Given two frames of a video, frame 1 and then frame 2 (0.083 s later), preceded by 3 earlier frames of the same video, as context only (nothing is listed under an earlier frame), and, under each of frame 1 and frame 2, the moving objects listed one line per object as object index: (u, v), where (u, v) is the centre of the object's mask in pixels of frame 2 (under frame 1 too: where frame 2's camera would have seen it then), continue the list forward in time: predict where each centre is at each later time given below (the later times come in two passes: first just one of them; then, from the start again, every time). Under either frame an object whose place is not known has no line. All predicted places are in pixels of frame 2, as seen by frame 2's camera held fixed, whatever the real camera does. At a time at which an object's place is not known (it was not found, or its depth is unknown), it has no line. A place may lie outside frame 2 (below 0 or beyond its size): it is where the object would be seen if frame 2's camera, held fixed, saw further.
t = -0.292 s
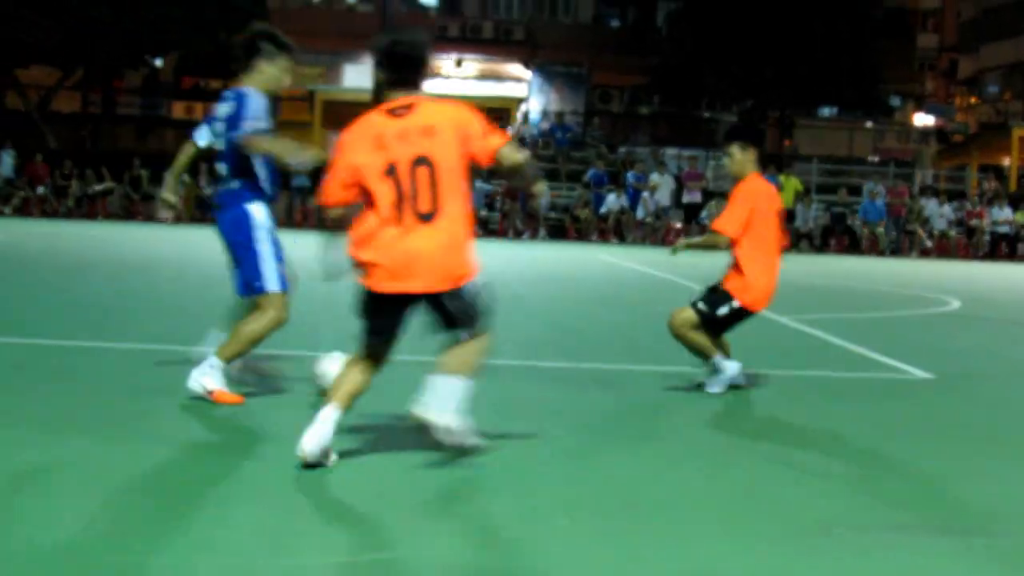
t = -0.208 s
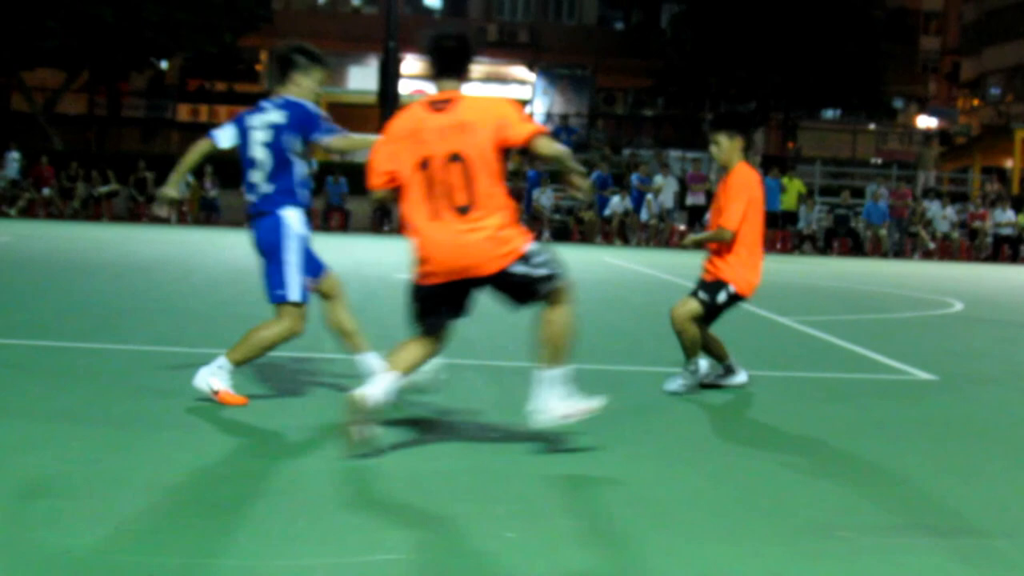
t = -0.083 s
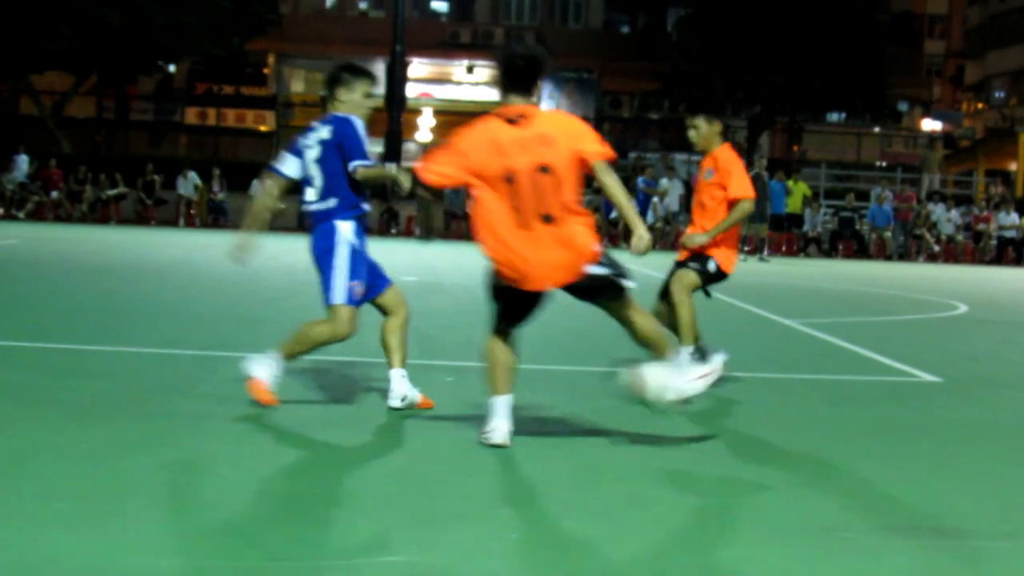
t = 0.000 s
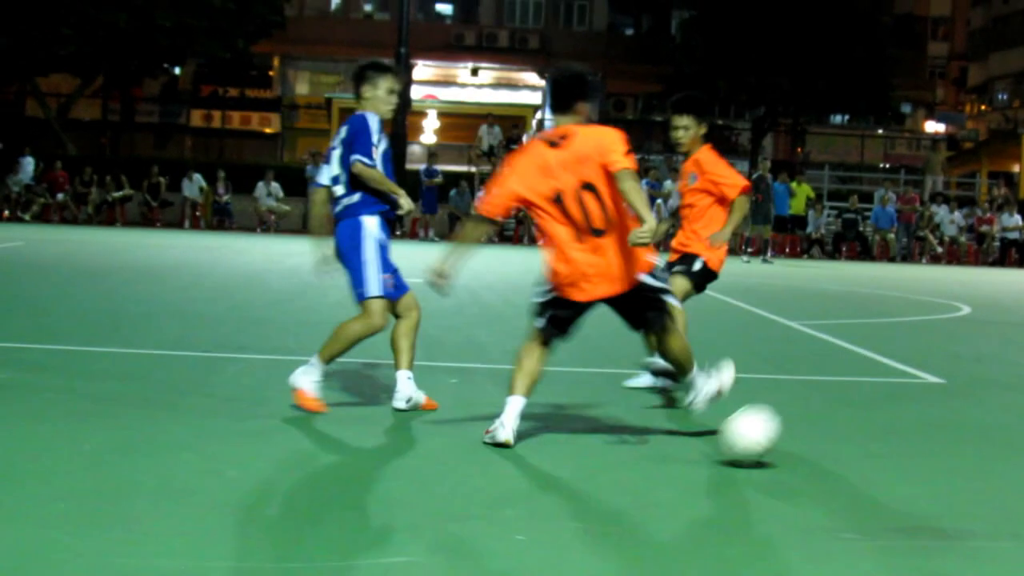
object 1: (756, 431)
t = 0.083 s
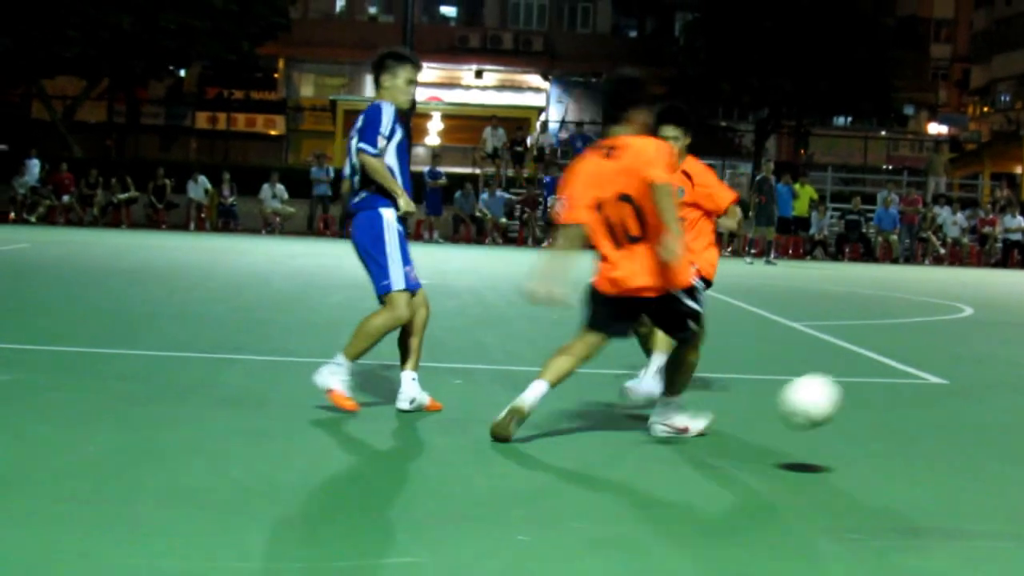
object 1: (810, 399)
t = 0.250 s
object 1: (927, 387)
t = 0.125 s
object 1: (840, 388)
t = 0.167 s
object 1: (871, 384)
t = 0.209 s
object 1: (899, 382)
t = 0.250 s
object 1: (927, 387)
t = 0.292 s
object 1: (955, 395)
